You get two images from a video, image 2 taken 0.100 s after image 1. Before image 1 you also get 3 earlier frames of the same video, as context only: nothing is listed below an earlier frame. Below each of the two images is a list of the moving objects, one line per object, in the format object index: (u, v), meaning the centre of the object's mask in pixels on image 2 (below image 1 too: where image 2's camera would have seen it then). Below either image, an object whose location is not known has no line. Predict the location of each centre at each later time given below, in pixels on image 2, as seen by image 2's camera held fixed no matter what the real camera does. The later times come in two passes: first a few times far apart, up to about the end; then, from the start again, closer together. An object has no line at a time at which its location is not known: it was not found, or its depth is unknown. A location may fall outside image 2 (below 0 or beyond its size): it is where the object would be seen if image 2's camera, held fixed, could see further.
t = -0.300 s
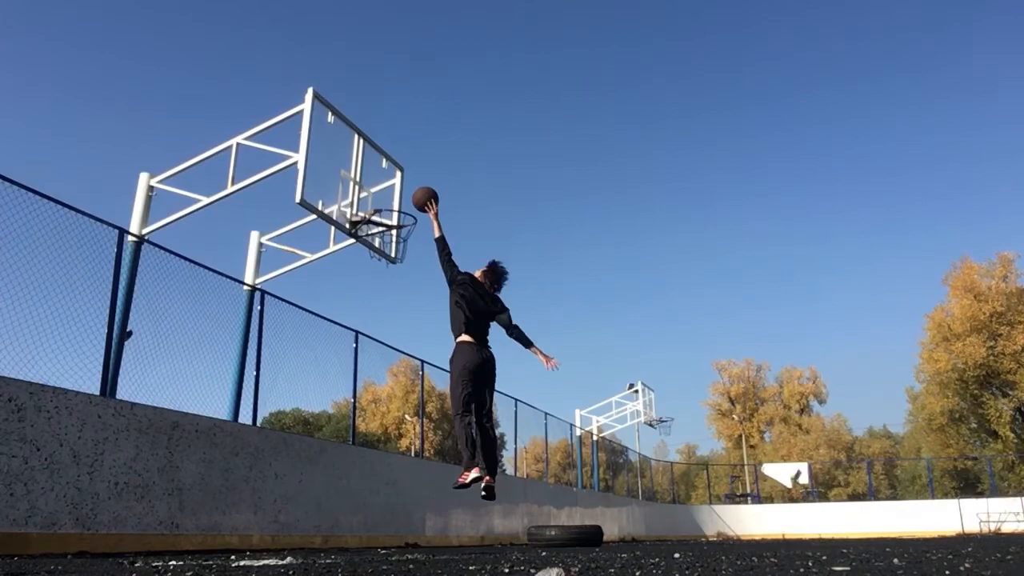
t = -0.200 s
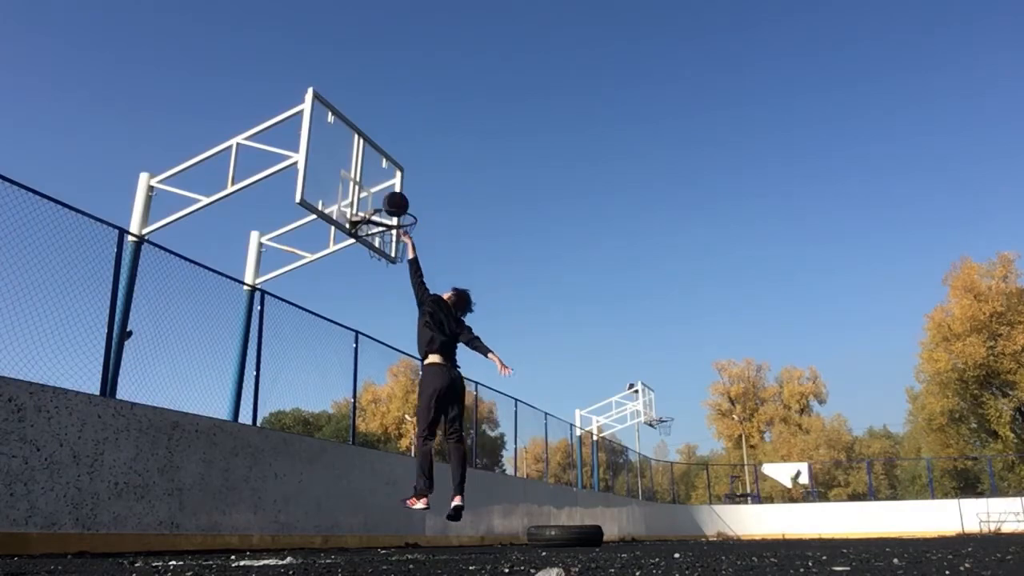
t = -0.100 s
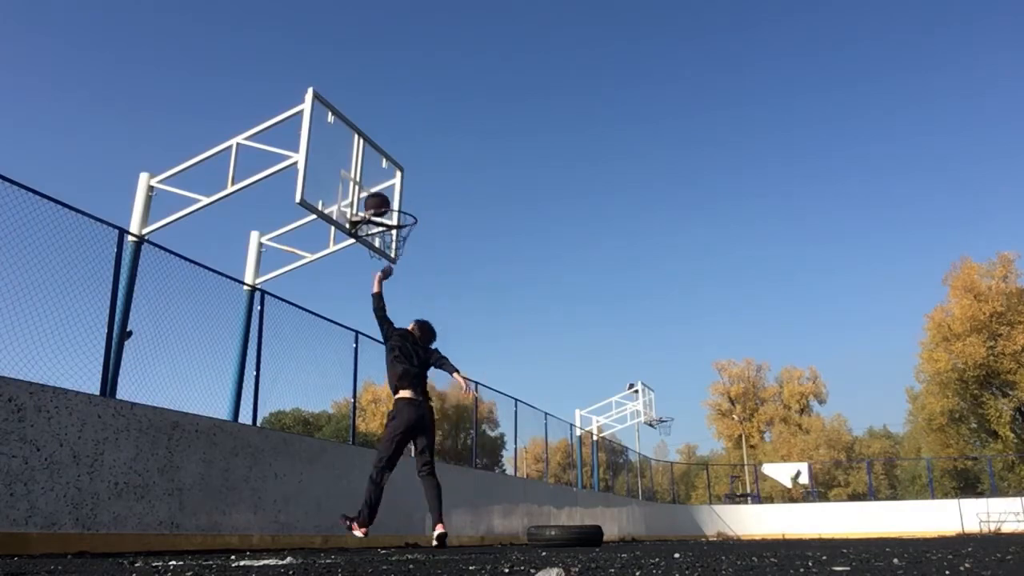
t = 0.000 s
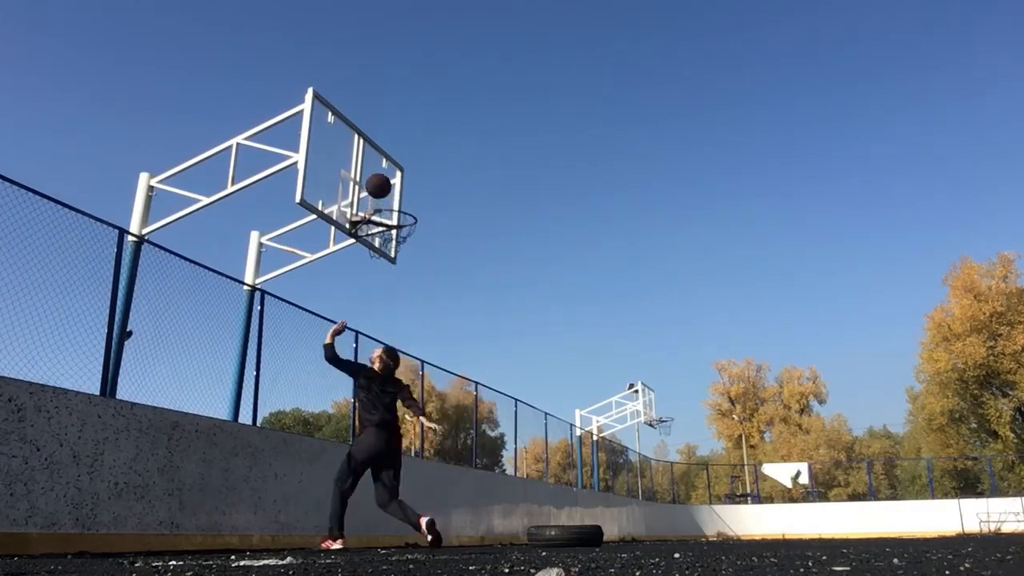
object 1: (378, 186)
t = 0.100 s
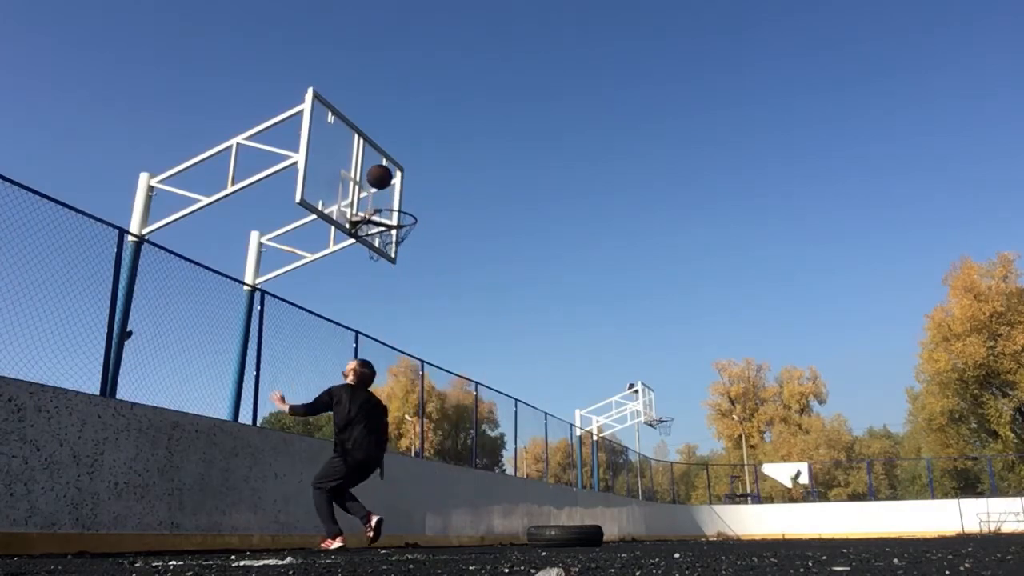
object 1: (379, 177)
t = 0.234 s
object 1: (380, 179)
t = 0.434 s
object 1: (381, 215)
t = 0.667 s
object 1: (382, 298)
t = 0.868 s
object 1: (384, 411)
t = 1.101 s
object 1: (385, 488)
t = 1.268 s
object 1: (387, 404)
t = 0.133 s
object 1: (379, 176)
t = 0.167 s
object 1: (380, 176)
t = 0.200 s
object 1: (380, 177)
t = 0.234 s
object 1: (380, 179)
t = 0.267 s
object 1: (381, 182)
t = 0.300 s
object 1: (381, 187)
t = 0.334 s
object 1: (381, 192)
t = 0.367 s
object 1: (381, 198)
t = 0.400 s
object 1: (381, 206)
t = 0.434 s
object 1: (381, 215)
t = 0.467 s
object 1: (381, 224)
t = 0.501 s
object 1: (381, 236)
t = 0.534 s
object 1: (382, 247)
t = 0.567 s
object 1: (382, 258)
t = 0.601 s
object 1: (382, 270)
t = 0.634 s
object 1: (382, 283)
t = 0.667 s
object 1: (382, 298)
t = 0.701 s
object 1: (383, 314)
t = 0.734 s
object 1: (383, 331)
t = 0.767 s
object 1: (383, 349)
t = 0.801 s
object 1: (383, 368)
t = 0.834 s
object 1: (383, 389)
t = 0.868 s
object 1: (384, 411)
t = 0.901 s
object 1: (383, 436)
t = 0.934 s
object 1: (384, 460)
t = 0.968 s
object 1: (384, 488)
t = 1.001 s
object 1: (384, 516)
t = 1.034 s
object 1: (384, 535)
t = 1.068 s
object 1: (384, 510)
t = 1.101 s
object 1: (385, 488)
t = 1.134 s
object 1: (386, 469)
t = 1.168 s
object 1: (386, 449)
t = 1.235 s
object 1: (387, 418)
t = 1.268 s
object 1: (387, 404)
